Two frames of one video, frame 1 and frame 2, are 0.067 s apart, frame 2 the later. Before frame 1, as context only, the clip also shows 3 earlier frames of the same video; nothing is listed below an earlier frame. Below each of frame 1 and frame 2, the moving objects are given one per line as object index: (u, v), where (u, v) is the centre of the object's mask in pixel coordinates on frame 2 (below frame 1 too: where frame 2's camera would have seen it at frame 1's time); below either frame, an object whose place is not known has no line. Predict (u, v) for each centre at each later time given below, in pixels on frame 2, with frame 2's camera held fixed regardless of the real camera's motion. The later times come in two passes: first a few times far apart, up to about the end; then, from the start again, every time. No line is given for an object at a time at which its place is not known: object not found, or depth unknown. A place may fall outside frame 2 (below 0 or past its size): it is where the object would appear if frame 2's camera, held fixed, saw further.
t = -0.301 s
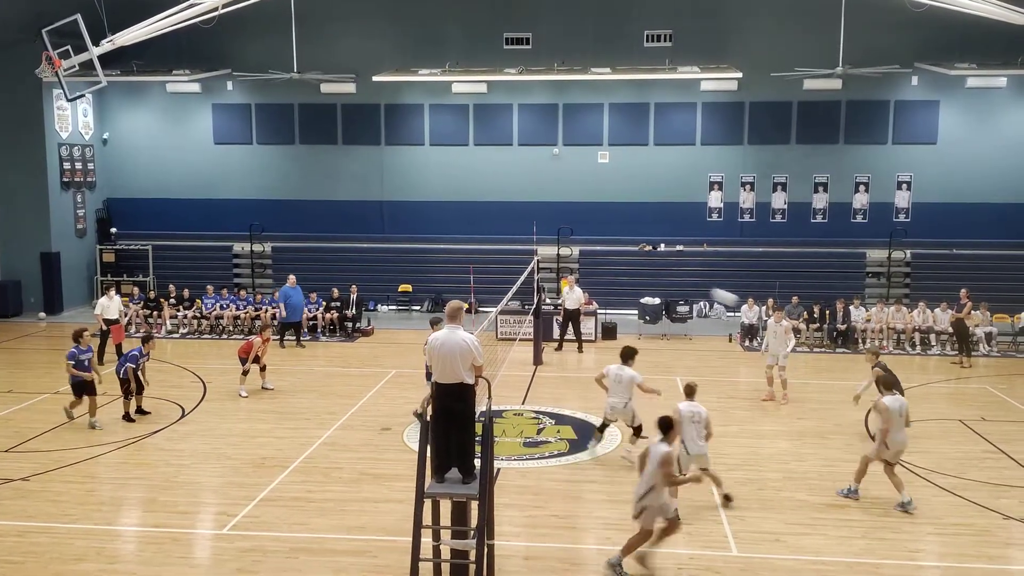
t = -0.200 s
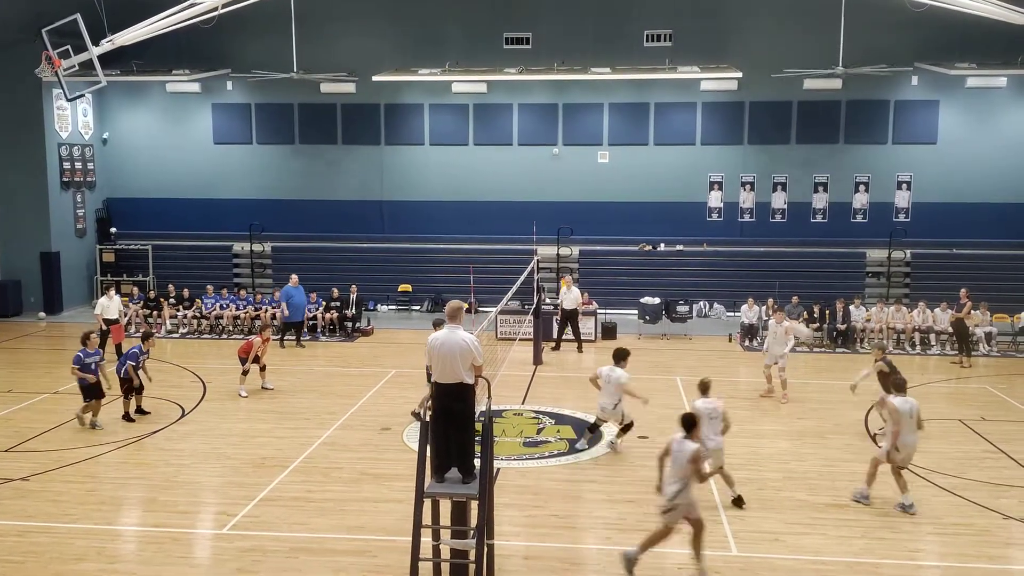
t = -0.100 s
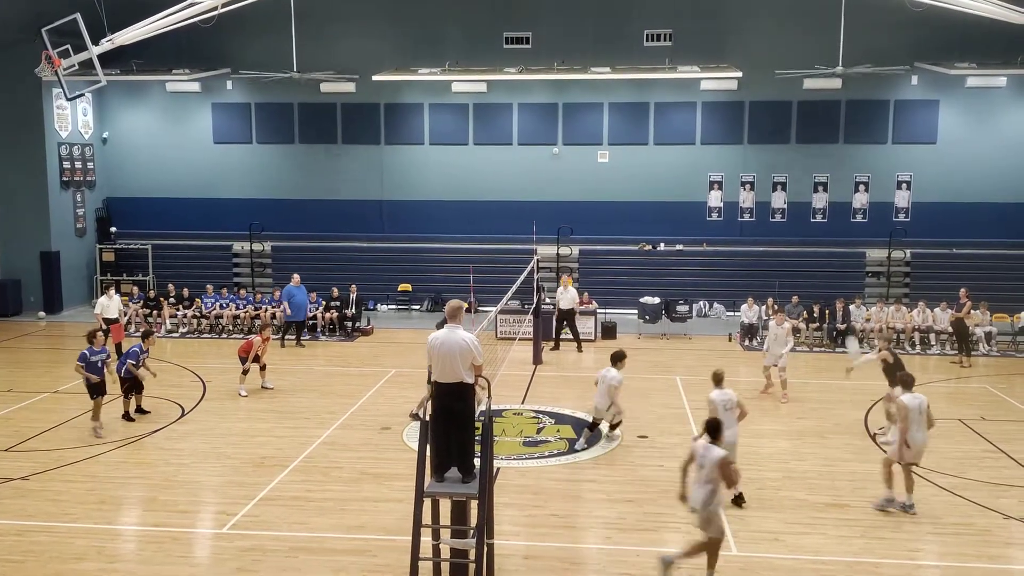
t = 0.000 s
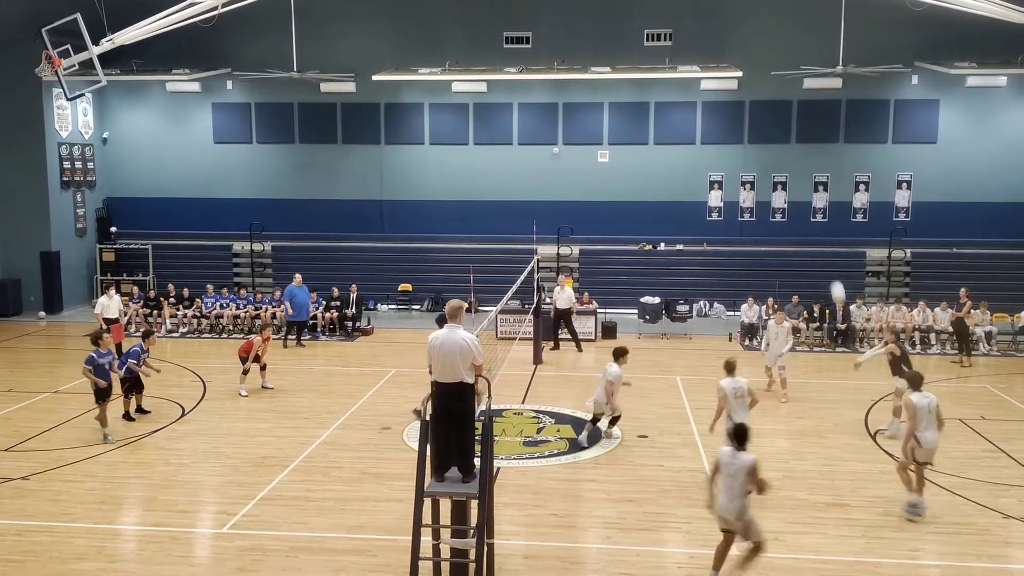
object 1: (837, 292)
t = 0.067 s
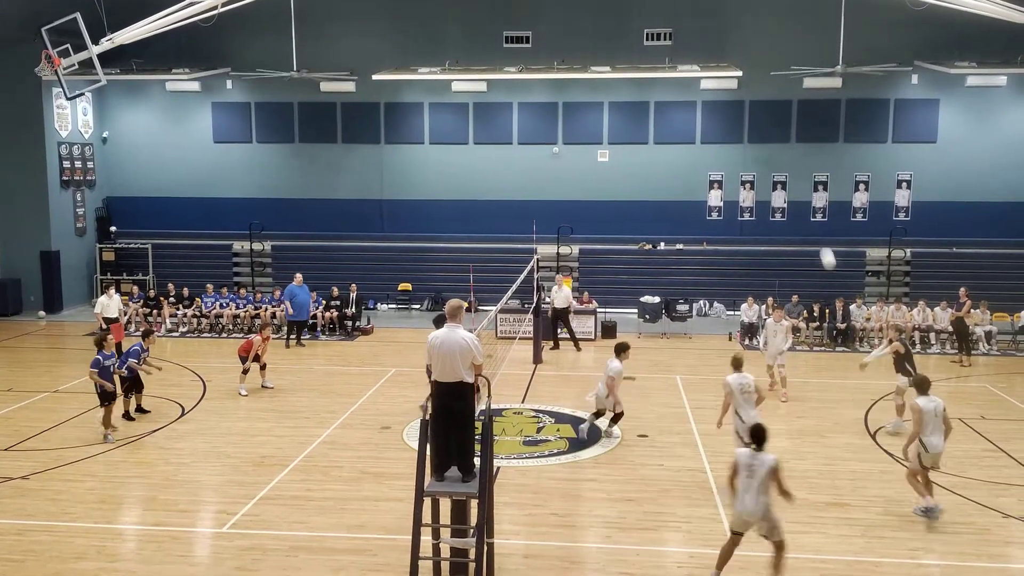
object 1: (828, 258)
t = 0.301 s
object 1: (794, 162)
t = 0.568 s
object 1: (756, 91)
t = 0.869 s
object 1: (713, 63)
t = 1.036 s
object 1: (690, 69)
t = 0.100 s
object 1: (823, 243)
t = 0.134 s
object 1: (818, 229)
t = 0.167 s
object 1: (812, 213)
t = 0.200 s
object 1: (808, 199)
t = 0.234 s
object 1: (803, 186)
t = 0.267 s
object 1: (798, 174)
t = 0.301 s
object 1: (794, 162)
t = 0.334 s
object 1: (789, 150)
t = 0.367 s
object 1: (784, 140)
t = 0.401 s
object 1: (779, 130)
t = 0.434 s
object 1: (775, 121)
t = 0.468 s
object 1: (770, 112)
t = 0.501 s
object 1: (765, 105)
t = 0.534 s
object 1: (760, 98)
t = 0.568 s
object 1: (756, 91)
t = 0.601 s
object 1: (751, 85)
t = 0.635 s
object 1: (747, 80)
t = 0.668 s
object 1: (742, 75)
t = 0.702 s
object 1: (738, 71)
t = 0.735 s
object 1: (732, 67)
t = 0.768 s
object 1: (728, 65)
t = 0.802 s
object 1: (723, 64)
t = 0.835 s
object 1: (718, 63)
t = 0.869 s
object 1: (713, 63)
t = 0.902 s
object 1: (708, 63)
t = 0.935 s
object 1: (704, 63)
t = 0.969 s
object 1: (699, 64)
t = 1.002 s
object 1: (695, 66)
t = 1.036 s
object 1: (690, 69)
